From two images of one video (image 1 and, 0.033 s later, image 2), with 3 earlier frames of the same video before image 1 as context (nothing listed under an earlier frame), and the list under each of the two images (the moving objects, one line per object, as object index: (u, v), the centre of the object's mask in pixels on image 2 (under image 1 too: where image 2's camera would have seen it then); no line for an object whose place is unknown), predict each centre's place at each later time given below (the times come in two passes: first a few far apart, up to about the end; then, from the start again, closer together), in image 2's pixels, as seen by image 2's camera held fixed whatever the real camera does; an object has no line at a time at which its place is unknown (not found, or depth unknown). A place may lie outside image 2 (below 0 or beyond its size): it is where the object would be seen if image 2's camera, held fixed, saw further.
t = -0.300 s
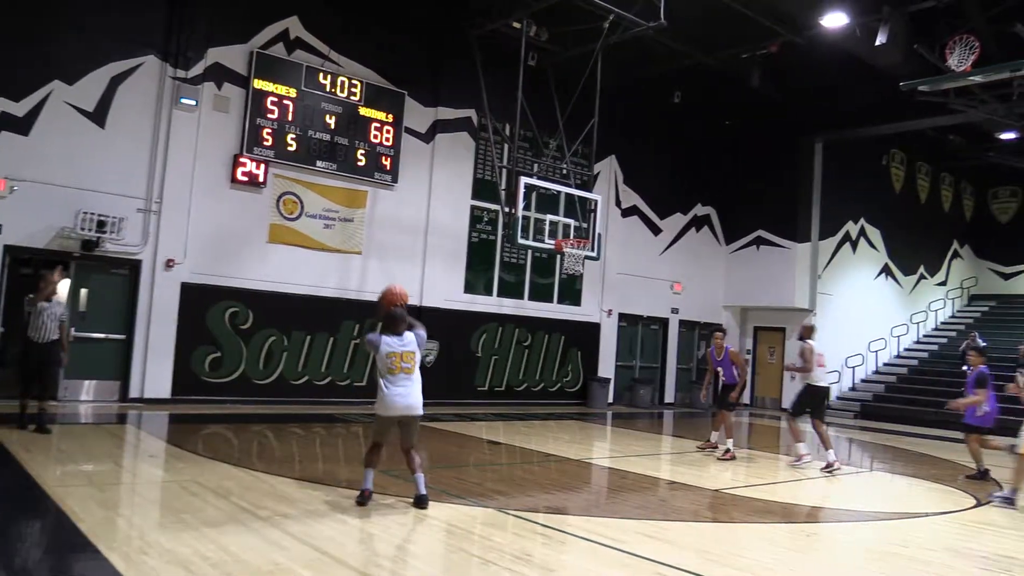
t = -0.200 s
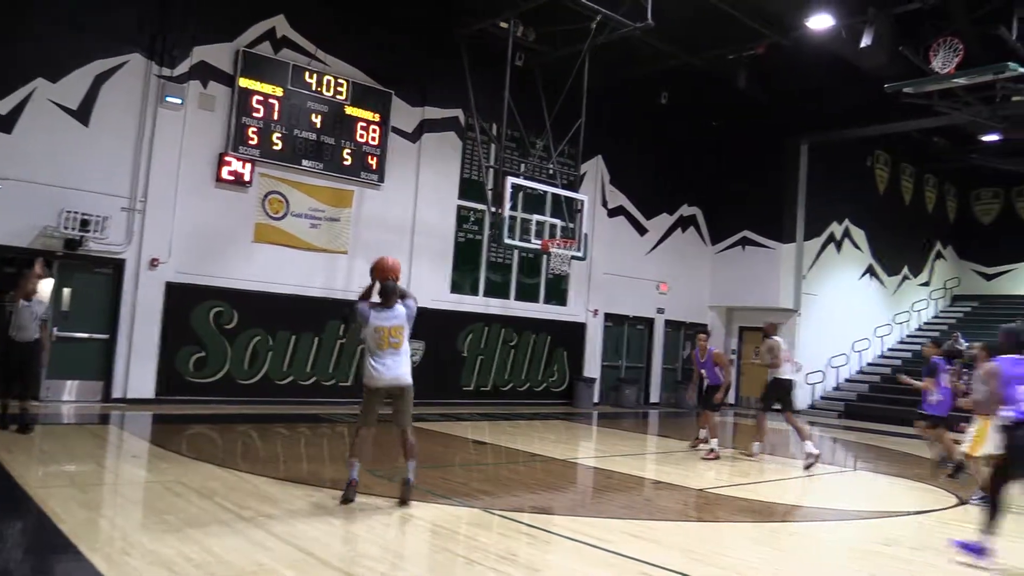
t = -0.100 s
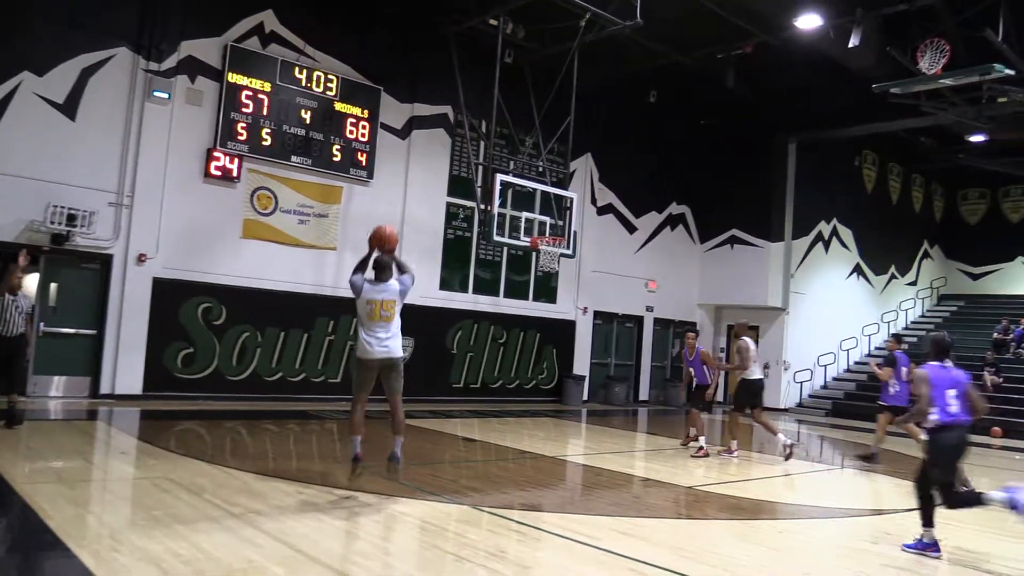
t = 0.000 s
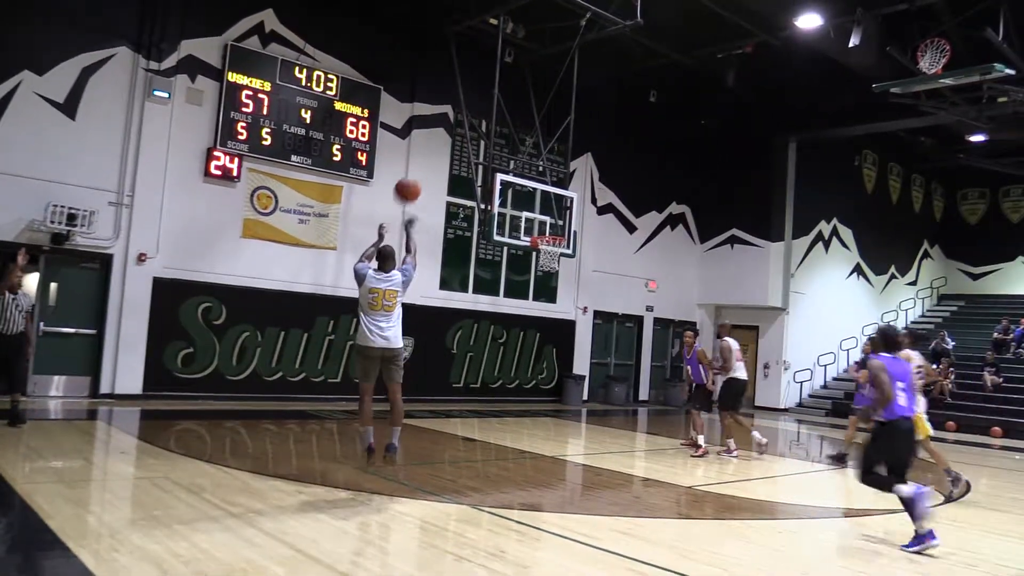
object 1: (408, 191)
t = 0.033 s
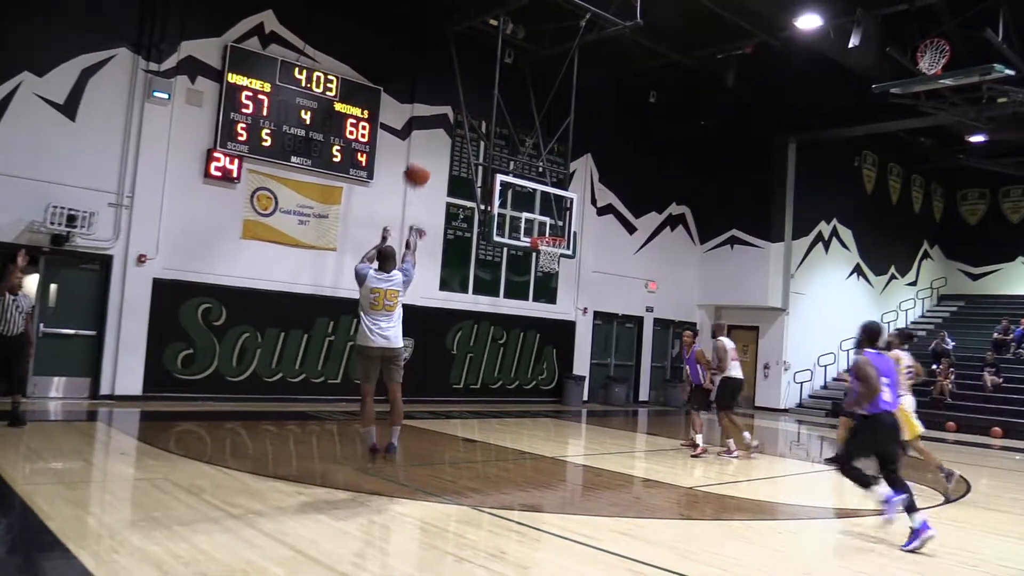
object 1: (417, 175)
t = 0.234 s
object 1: (463, 113)
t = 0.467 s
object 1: (501, 96)
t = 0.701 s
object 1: (527, 121)
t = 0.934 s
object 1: (546, 175)
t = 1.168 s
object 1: (553, 247)
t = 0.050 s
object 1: (421, 168)
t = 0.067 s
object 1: (426, 160)
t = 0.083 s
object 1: (430, 154)
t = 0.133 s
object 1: (442, 135)
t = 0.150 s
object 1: (446, 131)
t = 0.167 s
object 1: (450, 127)
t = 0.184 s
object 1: (453, 123)
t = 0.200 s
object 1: (457, 119)
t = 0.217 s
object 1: (460, 116)
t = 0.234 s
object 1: (463, 113)
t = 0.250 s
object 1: (465, 109)
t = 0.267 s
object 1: (470, 107)
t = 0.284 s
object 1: (472, 105)
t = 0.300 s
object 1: (474, 104)
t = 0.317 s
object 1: (478, 101)
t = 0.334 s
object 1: (480, 99)
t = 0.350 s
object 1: (483, 98)
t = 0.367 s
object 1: (486, 97)
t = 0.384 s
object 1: (488, 96)
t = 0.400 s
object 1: (490, 96)
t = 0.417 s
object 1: (493, 96)
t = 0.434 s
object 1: (495, 96)
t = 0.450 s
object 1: (498, 95)
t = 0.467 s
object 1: (501, 96)
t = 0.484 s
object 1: (503, 96)
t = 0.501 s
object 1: (505, 97)
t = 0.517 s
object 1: (507, 98)
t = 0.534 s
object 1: (509, 100)
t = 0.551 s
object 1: (510, 101)
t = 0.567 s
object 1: (512, 103)
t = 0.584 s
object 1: (515, 104)
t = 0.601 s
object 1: (517, 106)
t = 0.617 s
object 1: (519, 108)
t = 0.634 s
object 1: (521, 111)
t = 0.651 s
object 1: (522, 113)
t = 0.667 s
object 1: (524, 116)
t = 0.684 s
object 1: (525, 118)
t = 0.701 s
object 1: (527, 121)
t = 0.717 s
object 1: (528, 124)
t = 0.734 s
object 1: (530, 127)
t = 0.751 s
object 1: (532, 130)
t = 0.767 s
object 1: (533, 134)
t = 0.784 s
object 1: (535, 138)
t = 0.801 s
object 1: (536, 141)
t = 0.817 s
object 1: (538, 144)
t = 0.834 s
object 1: (538, 148)
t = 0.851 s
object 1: (540, 152)
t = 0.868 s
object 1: (541, 156)
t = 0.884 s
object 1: (542, 161)
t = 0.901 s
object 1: (544, 164)
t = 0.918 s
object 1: (546, 170)
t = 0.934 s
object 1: (546, 175)
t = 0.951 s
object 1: (547, 179)
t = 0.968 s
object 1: (548, 186)
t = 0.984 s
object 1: (549, 191)
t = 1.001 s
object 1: (549, 196)
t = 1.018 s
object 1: (551, 201)
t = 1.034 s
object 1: (552, 205)
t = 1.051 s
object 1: (553, 211)
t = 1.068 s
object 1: (554, 216)
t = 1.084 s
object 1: (556, 222)
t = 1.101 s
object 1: (557, 227)
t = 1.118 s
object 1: (557, 233)
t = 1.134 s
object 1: (559, 237)
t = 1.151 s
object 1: (554, 246)
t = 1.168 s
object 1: (553, 247)
